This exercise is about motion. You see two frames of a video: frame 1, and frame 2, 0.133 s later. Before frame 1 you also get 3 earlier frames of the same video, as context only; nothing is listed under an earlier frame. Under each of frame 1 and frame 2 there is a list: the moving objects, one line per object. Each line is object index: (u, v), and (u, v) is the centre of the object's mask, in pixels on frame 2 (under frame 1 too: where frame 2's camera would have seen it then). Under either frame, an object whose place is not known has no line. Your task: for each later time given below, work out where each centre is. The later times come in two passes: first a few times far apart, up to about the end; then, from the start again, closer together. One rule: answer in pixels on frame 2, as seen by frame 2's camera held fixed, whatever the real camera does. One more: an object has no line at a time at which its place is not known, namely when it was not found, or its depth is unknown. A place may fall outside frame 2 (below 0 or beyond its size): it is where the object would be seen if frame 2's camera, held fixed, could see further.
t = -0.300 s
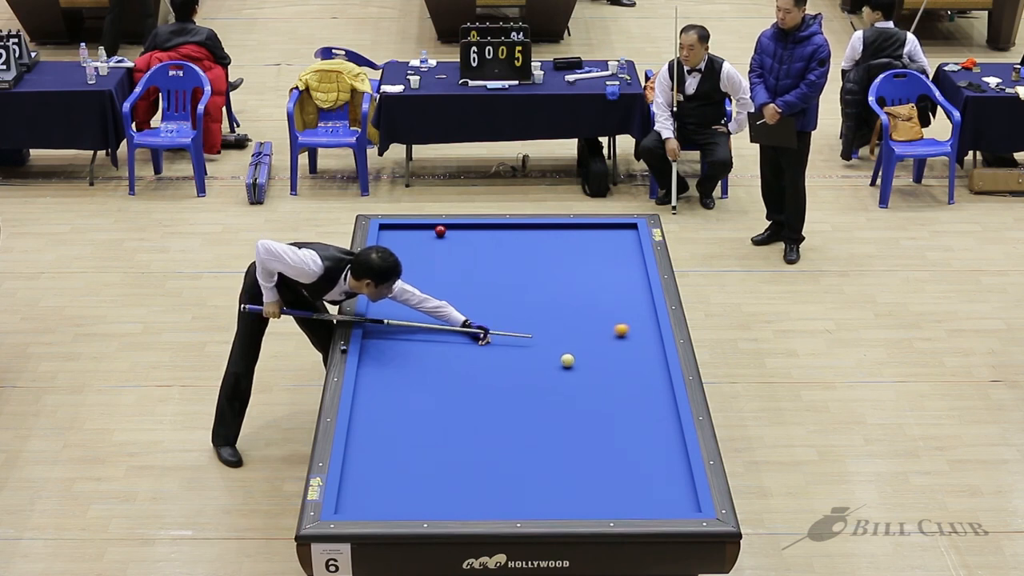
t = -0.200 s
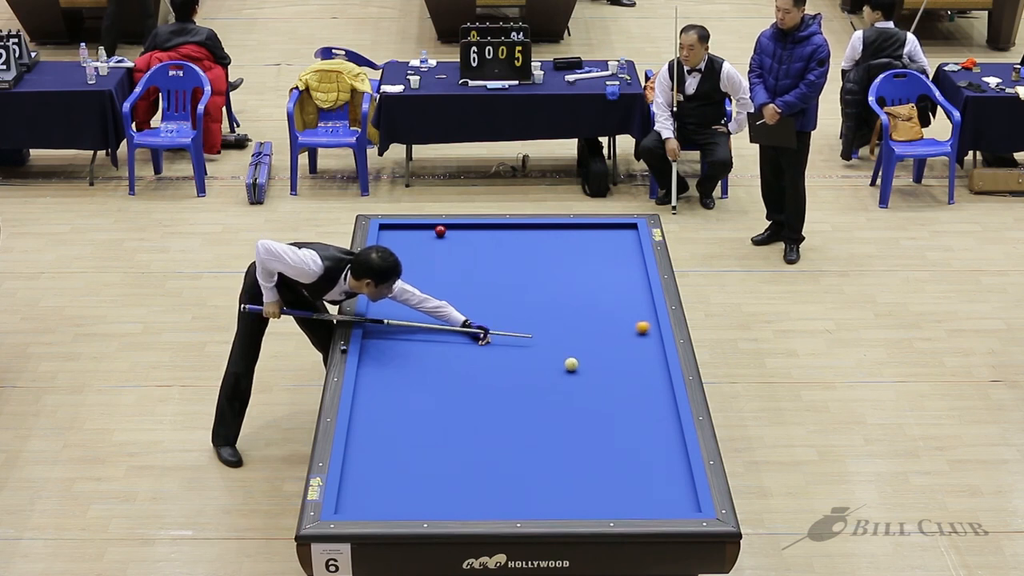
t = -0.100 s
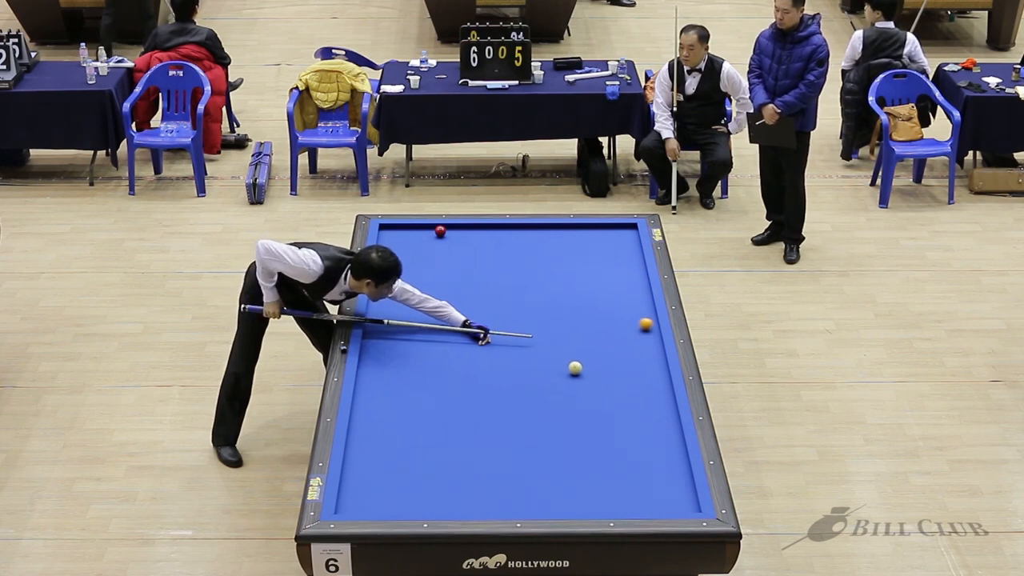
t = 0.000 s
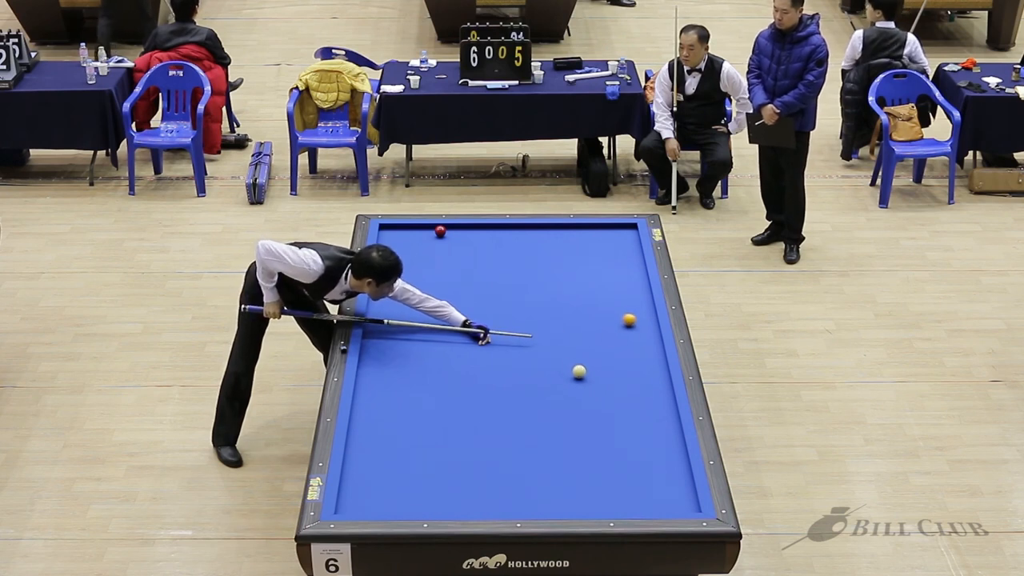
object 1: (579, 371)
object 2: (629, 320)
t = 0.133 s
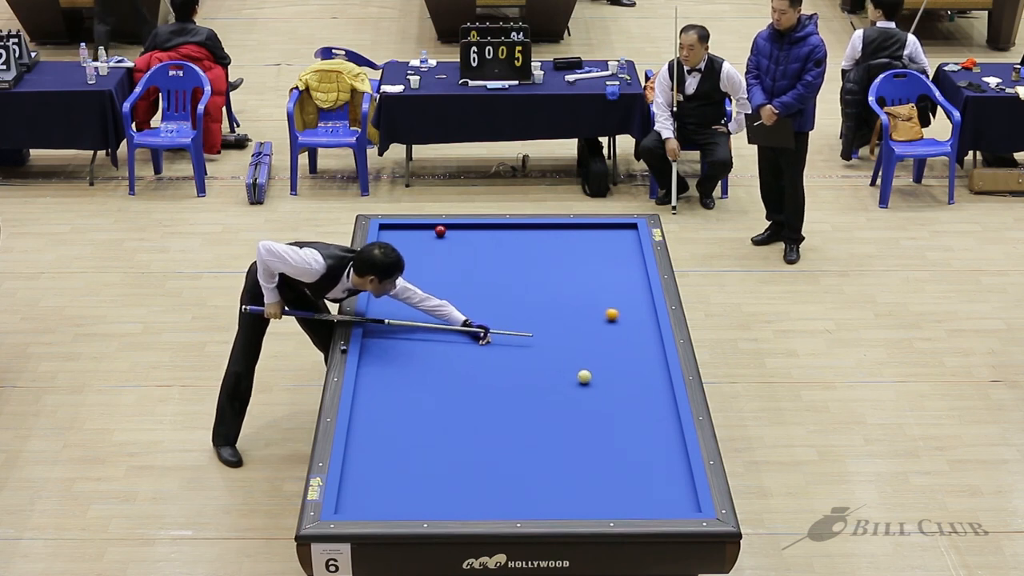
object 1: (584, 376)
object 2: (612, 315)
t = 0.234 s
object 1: (588, 380)
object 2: (599, 311)
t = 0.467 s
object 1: (597, 389)
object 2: (571, 302)
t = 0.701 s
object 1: (606, 397)
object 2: (544, 293)
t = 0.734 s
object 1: (607, 398)
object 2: (540, 292)
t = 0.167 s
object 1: (585, 378)
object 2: (607, 314)
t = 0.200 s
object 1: (587, 379)
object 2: (603, 312)
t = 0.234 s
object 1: (588, 380)
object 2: (599, 311)
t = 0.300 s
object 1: (590, 383)
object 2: (591, 308)
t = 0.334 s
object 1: (592, 384)
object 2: (587, 307)
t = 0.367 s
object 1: (593, 385)
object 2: (583, 306)
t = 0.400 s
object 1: (594, 386)
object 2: (578, 305)
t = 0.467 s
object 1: (597, 389)
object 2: (571, 302)
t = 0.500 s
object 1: (598, 390)
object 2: (567, 301)
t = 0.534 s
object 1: (600, 392)
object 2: (563, 300)
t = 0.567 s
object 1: (601, 392)
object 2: (559, 299)
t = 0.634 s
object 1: (603, 395)
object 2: (551, 295)
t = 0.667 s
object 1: (604, 396)
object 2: (547, 294)
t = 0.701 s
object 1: (606, 397)
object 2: (544, 293)
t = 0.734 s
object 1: (607, 398)
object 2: (540, 292)
